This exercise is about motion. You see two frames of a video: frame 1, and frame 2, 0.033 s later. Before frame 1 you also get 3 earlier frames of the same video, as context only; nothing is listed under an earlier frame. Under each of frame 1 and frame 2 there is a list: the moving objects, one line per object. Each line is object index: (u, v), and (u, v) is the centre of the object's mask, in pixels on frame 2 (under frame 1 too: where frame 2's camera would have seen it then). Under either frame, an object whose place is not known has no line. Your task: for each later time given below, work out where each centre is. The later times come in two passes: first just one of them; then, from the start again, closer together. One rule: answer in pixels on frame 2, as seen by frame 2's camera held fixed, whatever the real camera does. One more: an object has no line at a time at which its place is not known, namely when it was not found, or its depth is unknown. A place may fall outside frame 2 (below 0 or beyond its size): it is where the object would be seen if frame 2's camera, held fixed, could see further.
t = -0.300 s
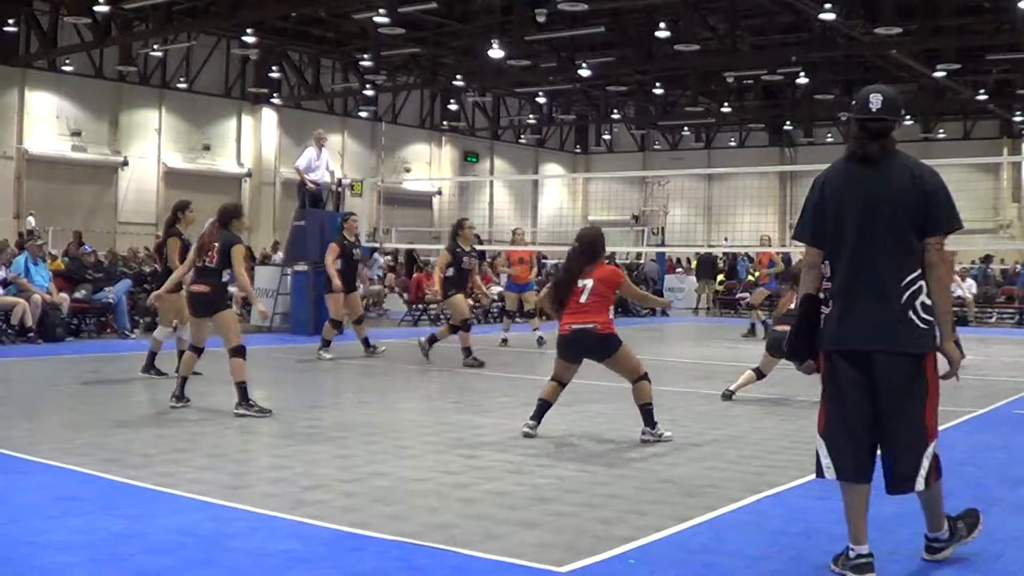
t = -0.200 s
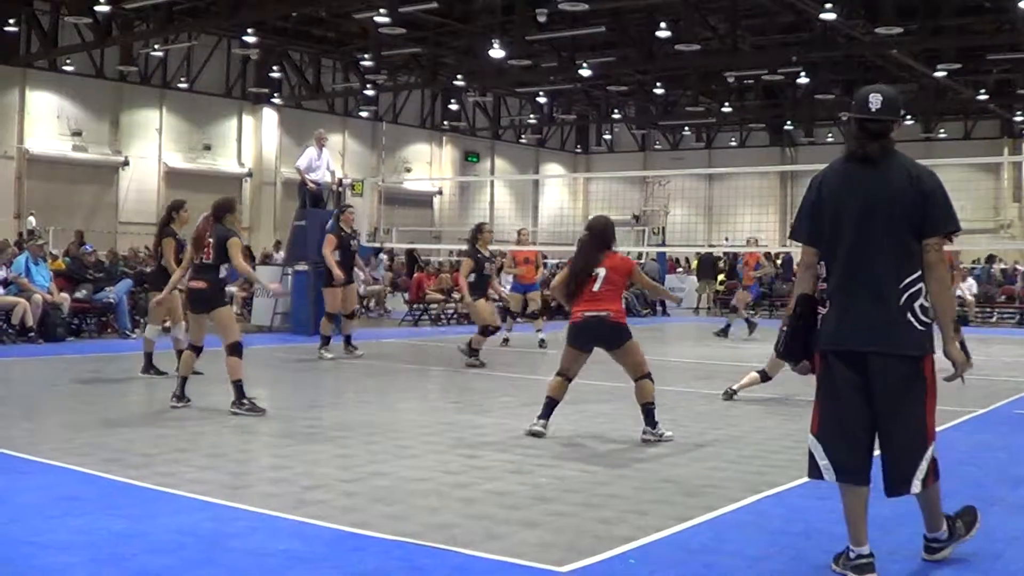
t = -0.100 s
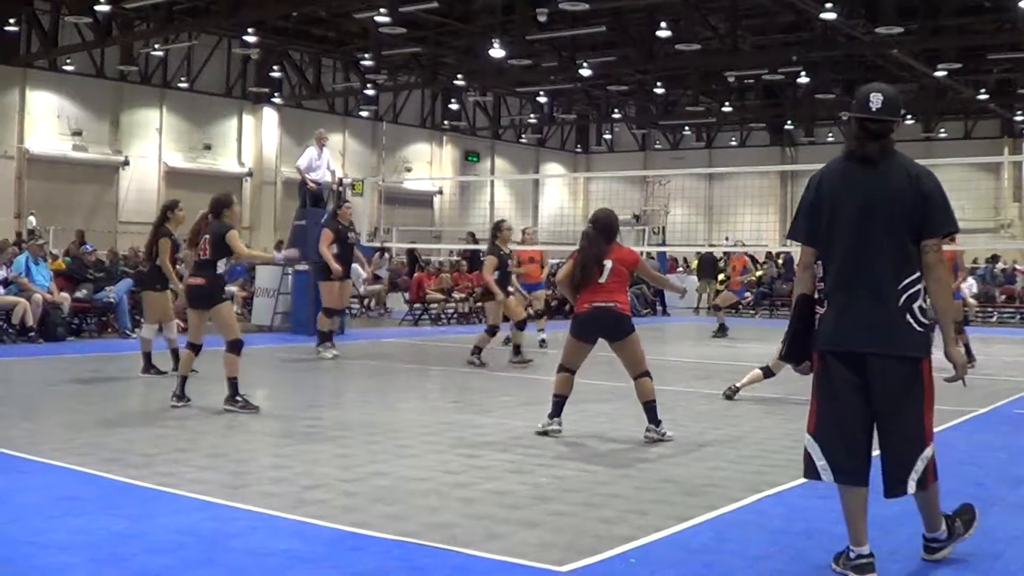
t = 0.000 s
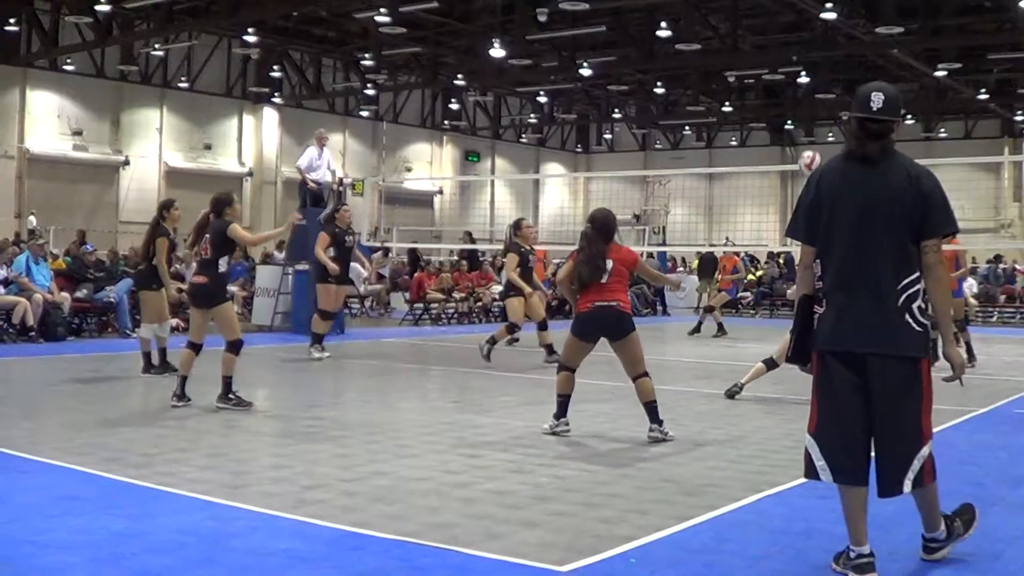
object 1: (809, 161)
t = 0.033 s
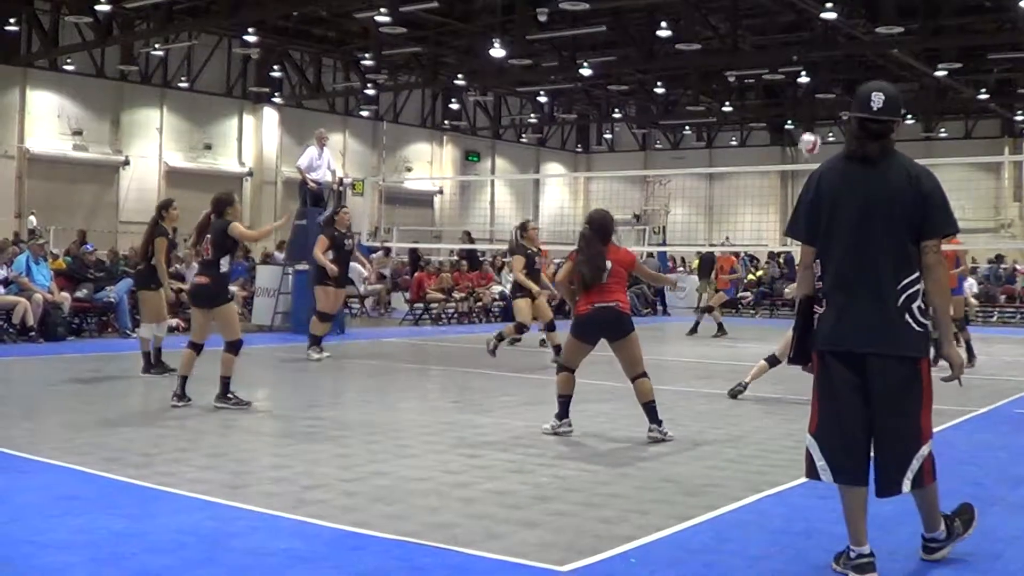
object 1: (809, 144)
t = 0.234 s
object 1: (808, 67)
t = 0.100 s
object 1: (810, 114)
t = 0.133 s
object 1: (809, 101)
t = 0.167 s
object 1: (808, 88)
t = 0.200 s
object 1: (808, 79)
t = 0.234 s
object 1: (808, 67)
